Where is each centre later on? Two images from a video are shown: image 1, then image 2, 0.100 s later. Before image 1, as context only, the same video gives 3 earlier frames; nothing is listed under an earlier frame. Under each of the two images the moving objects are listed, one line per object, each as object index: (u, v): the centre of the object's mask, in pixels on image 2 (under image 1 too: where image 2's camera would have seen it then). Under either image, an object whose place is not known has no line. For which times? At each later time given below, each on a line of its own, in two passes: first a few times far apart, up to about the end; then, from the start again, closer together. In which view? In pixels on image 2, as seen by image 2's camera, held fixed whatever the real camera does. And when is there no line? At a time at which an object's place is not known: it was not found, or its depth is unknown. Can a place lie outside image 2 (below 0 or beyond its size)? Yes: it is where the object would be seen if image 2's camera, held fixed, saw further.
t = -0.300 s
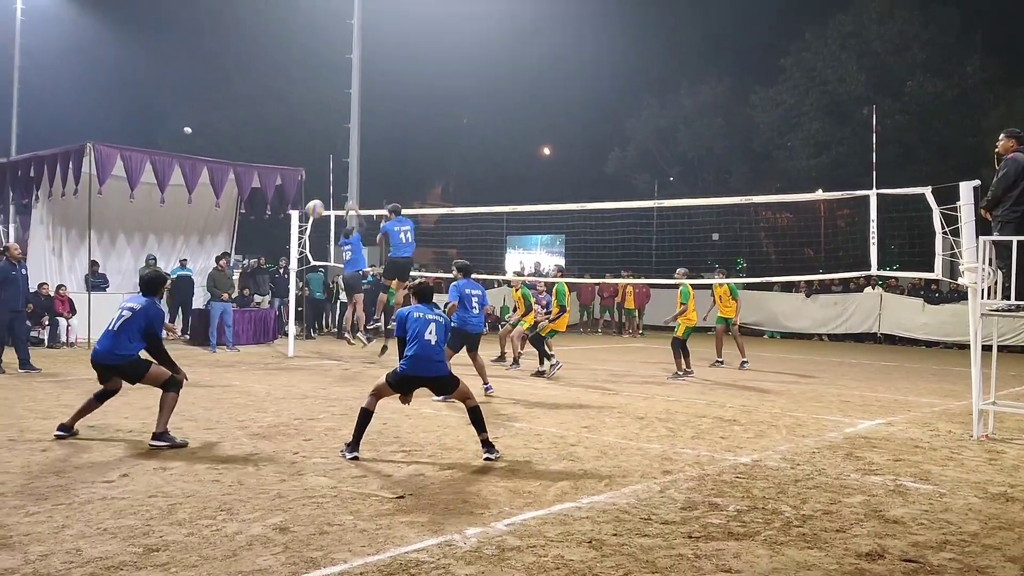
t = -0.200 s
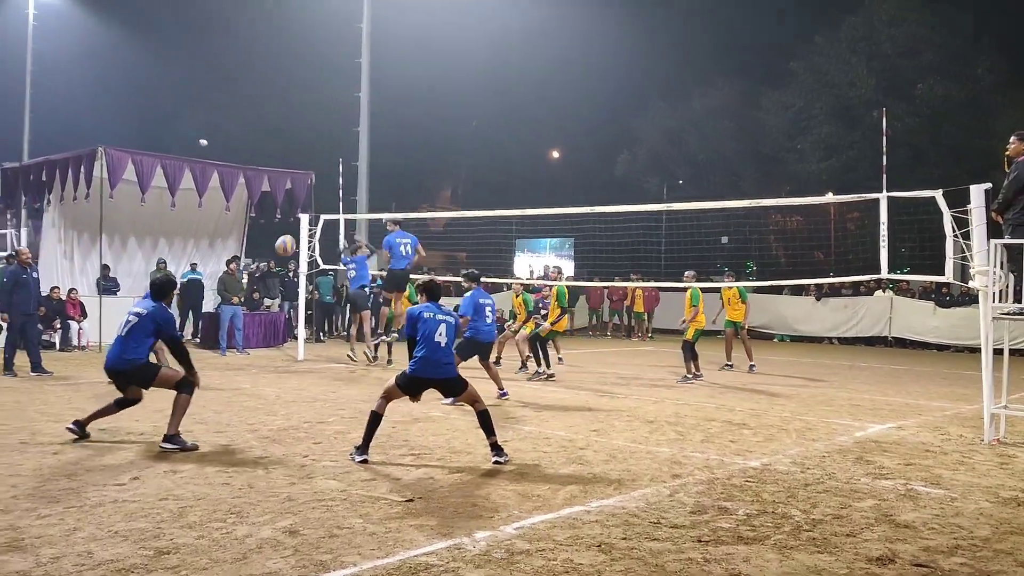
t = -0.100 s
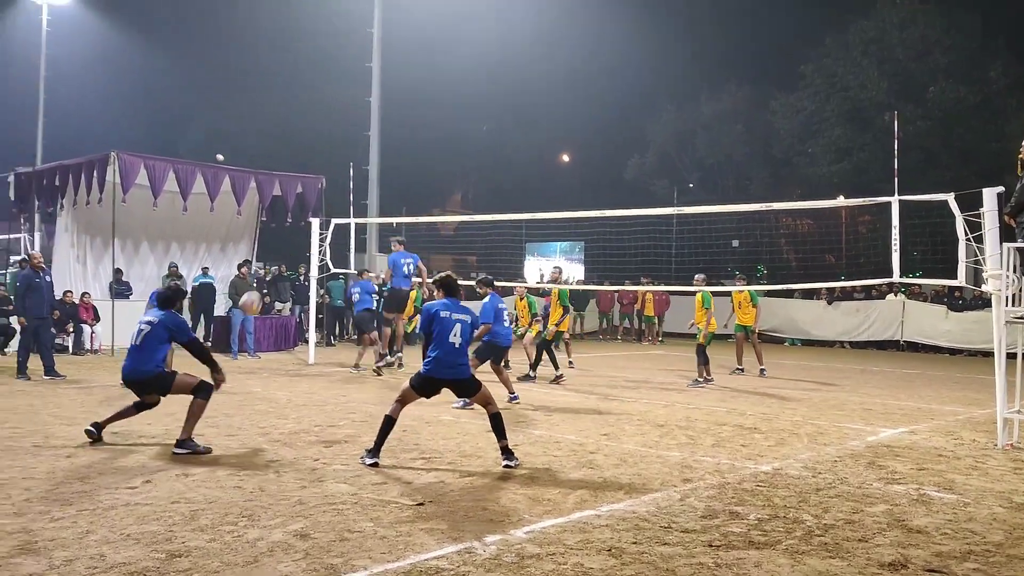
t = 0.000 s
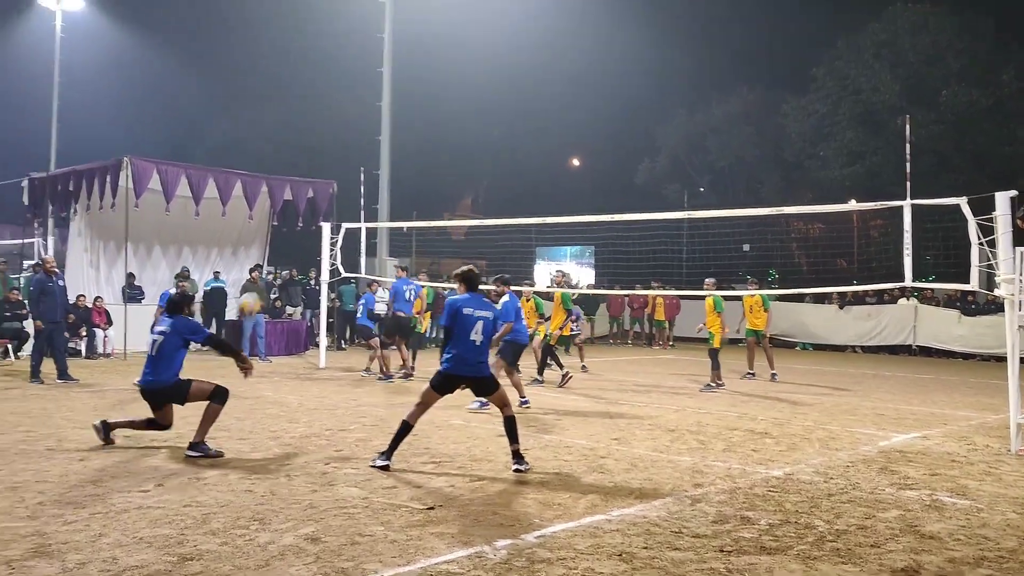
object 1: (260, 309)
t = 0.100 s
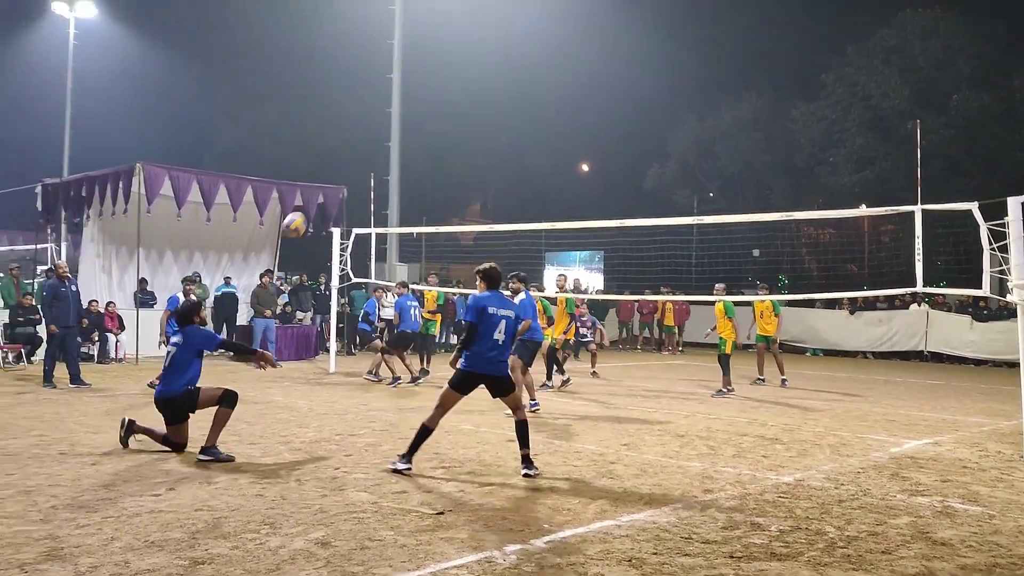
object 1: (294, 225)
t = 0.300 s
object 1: (358, 92)
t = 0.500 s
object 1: (420, 3)
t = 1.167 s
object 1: (575, 8)
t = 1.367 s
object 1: (612, 80)
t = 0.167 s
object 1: (317, 174)
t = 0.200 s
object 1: (328, 152)
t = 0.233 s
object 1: (338, 131)
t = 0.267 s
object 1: (348, 111)
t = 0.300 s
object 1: (358, 92)
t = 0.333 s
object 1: (369, 75)
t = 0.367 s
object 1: (379, 60)
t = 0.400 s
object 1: (388, 45)
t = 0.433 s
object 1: (402, 26)
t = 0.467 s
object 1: (412, 14)
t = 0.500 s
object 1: (420, 3)
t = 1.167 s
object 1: (575, 8)
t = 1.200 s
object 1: (582, 18)
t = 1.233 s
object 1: (588, 29)
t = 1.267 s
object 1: (594, 41)
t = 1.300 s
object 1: (600, 53)
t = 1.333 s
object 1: (607, 65)
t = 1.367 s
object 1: (612, 80)
